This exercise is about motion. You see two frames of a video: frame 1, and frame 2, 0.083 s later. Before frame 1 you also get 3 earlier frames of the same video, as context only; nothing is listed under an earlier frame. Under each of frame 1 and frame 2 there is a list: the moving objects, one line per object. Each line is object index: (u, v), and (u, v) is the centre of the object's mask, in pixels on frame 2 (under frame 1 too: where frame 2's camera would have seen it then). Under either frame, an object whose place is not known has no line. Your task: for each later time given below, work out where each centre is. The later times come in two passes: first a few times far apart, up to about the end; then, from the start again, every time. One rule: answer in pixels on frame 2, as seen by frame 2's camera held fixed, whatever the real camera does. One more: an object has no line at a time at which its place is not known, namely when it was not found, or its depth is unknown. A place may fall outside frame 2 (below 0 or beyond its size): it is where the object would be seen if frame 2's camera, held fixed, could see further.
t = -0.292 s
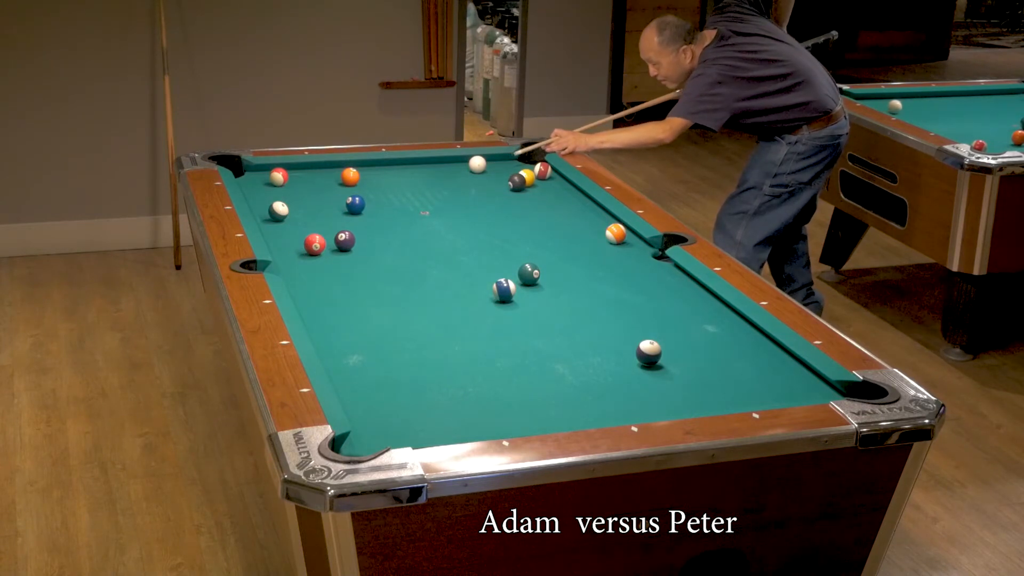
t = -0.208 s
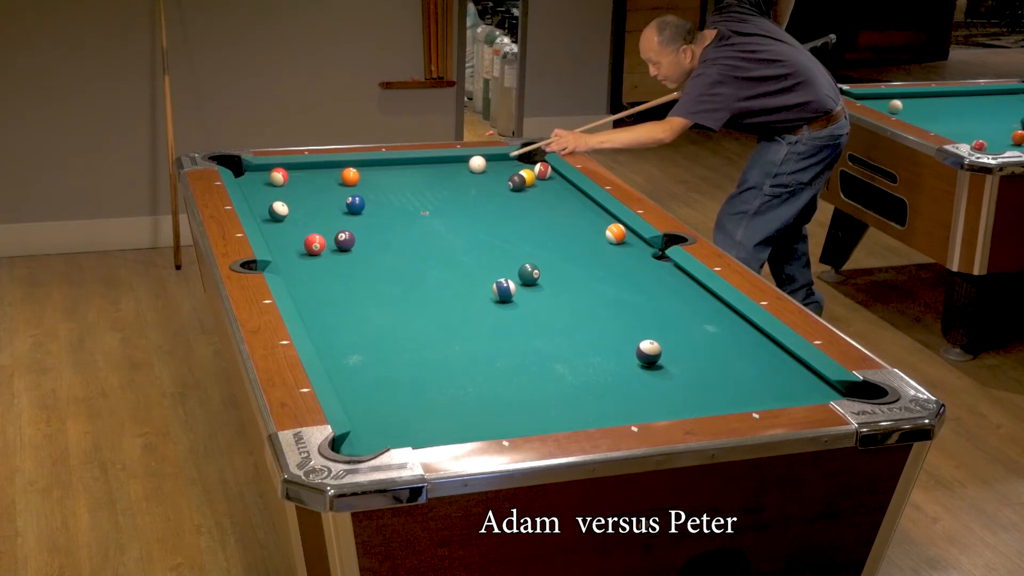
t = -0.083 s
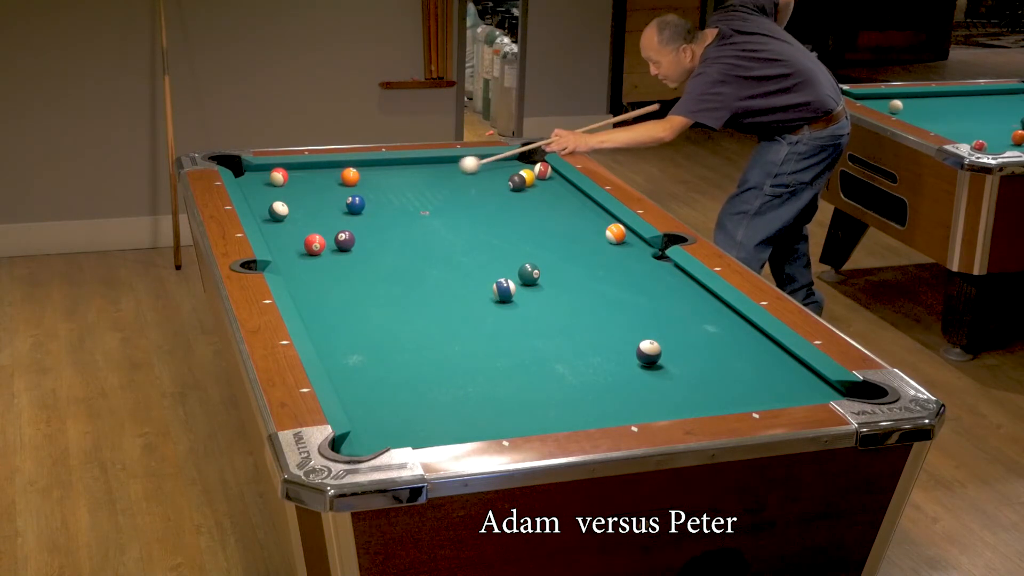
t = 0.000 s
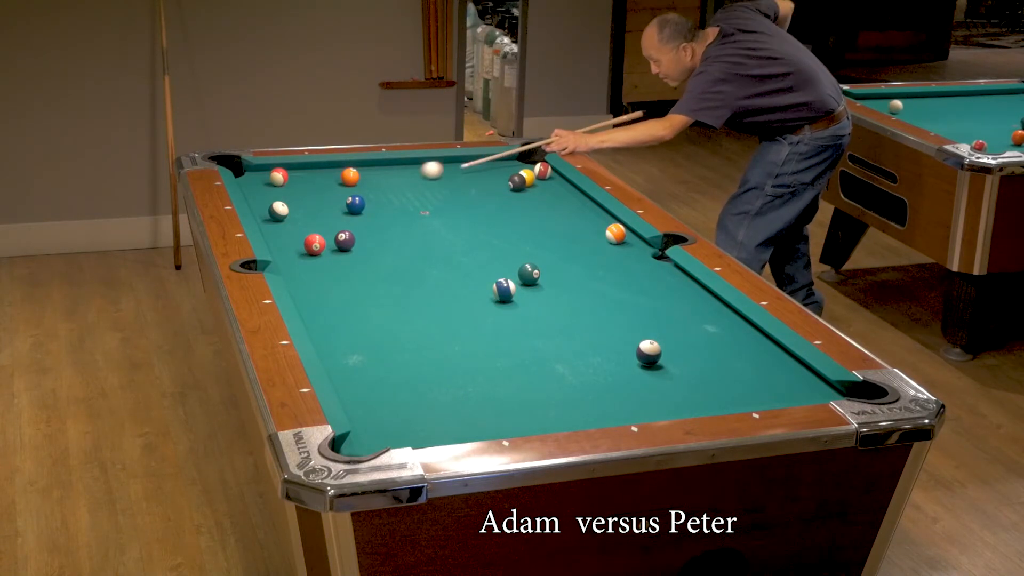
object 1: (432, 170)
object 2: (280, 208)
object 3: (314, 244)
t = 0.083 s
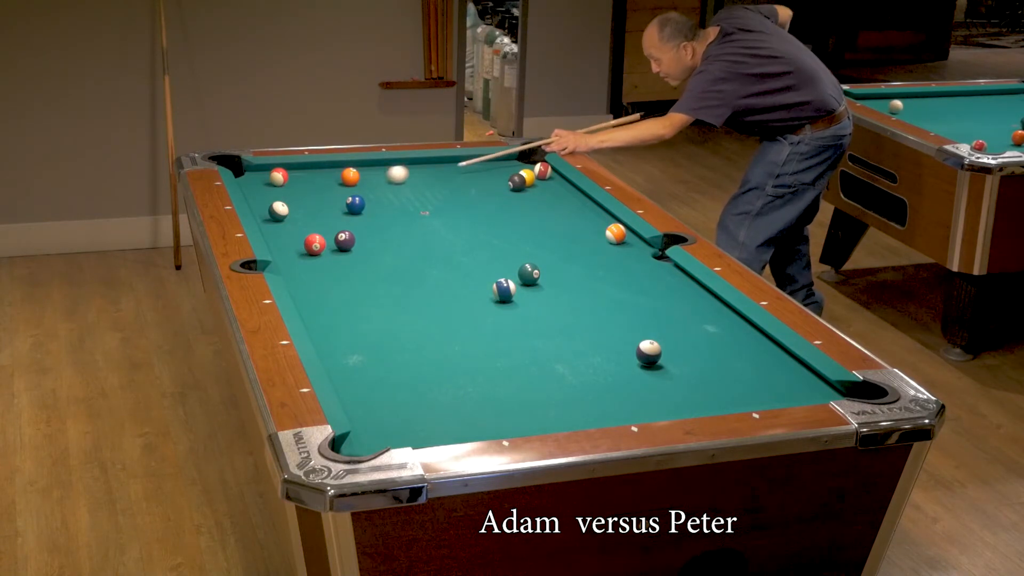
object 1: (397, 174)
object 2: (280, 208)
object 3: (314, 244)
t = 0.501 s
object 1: (313, 201)
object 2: (280, 208)
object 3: (314, 244)
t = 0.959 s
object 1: (299, 215)
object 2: (281, 222)
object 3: (314, 244)
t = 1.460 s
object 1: (322, 221)
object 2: (299, 235)
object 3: (314, 244)
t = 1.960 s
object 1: (338, 224)
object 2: (304, 240)
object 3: (323, 249)
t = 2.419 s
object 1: (348, 225)
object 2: (304, 240)
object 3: (331, 254)
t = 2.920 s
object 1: (354, 228)
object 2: (304, 240)
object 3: (336, 256)
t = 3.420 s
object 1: (354, 228)
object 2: (304, 240)
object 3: (337, 256)
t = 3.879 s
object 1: (354, 228)
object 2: (304, 240)
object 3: (337, 256)
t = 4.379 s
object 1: (354, 228)
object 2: (303, 240)
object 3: (337, 256)
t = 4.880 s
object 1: (354, 228)
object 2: (303, 240)
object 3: (337, 256)
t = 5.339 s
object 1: (354, 228)
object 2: (303, 240)
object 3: (337, 256)
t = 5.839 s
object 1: (354, 228)
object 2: (303, 240)
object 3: (337, 256)
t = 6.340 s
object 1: (354, 228)
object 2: (303, 240)
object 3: (337, 256)
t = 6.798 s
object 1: (354, 228)
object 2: (303, 240)
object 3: (337, 256)
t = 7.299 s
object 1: (354, 228)
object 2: (304, 240)
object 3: (337, 256)
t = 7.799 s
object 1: (354, 228)
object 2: (304, 240)
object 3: (337, 256)
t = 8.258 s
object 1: (354, 228)
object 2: (304, 240)
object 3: (337, 256)
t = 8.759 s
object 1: (354, 229)
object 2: (303, 240)
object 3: (337, 256)
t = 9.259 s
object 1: (354, 228)
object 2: (303, 240)
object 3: (337, 256)
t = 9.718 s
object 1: (354, 228)
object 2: (303, 240)
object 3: (337, 256)
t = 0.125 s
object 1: (382, 176)
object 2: (280, 208)
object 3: (314, 244)
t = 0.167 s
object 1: (367, 179)
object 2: (280, 208)
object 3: (314, 244)
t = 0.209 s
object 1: (363, 182)
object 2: (280, 208)
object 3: (314, 244)
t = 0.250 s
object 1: (357, 184)
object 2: (280, 208)
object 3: (314, 244)
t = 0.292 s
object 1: (350, 187)
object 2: (280, 208)
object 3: (314, 244)
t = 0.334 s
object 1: (342, 190)
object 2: (280, 208)
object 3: (314, 244)
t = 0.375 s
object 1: (335, 192)
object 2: (280, 208)
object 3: (314, 244)
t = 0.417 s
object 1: (328, 195)
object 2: (280, 208)
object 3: (314, 244)
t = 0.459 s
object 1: (321, 198)
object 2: (280, 208)
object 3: (314, 244)
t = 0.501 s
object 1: (313, 201)
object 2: (280, 208)
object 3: (314, 244)
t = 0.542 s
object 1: (306, 203)
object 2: (279, 208)
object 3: (314, 244)
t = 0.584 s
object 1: (298, 207)
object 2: (279, 208)
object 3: (314, 244)
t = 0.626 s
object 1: (296, 208)
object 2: (274, 210)
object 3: (314, 244)
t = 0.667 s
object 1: (296, 209)
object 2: (266, 213)
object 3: (314, 244)
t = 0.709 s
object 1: (295, 210)
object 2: (262, 215)
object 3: (314, 244)
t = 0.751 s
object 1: (295, 211)
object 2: (265, 216)
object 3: (314, 244)
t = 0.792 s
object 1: (294, 213)
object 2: (269, 216)
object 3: (314, 244)
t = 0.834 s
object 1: (294, 214)
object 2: (272, 215)
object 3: (314, 244)
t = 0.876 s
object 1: (295, 214)
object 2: (277, 219)
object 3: (314, 244)
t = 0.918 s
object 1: (297, 215)
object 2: (279, 220)
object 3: (314, 244)
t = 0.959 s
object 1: (299, 215)
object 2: (281, 222)
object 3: (314, 244)
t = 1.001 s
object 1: (301, 216)
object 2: (282, 223)
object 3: (314, 244)
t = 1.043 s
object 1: (303, 217)
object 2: (284, 224)
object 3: (314, 244)
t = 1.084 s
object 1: (305, 217)
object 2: (286, 226)
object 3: (314, 244)
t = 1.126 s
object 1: (307, 218)
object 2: (288, 227)
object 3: (314, 244)
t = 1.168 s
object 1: (309, 218)
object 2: (289, 228)
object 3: (314, 244)
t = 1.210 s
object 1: (311, 219)
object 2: (291, 229)
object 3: (314, 244)
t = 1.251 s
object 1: (313, 219)
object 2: (292, 230)
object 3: (314, 244)
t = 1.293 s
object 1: (315, 220)
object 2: (294, 231)
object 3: (315, 244)
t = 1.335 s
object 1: (316, 220)
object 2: (296, 232)
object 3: (315, 244)
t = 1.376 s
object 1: (318, 220)
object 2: (297, 233)
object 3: (314, 244)
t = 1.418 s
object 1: (320, 221)
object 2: (298, 234)
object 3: (314, 244)
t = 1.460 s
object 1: (322, 221)
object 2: (299, 235)
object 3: (314, 244)
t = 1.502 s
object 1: (323, 222)
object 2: (300, 235)
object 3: (314, 244)
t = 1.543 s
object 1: (325, 222)
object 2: (301, 236)
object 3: (314, 244)
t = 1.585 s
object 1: (326, 222)
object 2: (302, 237)
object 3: (315, 244)
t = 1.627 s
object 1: (328, 223)
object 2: (302, 238)
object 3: (316, 245)
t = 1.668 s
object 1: (329, 223)
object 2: (302, 238)
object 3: (317, 246)
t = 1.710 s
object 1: (330, 223)
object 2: (303, 238)
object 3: (318, 246)
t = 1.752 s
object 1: (332, 224)
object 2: (303, 238)
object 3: (319, 247)
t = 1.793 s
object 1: (333, 224)
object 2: (303, 239)
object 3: (320, 247)
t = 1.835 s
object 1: (334, 224)
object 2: (304, 239)
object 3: (321, 248)
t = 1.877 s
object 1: (335, 224)
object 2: (304, 239)
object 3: (321, 248)
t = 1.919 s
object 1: (336, 224)
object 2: (304, 240)
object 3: (322, 249)
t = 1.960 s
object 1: (338, 224)
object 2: (304, 240)
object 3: (323, 249)
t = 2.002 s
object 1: (338, 224)
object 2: (304, 240)
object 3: (324, 250)
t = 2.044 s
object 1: (340, 225)
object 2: (304, 240)
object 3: (324, 250)
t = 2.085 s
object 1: (341, 225)
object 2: (304, 240)
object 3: (325, 251)
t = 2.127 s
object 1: (342, 224)
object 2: (304, 240)
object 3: (326, 251)
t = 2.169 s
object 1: (343, 225)
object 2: (304, 240)
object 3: (327, 251)
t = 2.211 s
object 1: (344, 225)
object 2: (304, 240)
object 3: (328, 252)
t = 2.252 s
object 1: (345, 225)
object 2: (304, 240)
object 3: (328, 252)
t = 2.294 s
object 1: (346, 225)
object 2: (304, 240)
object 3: (329, 253)
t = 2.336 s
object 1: (346, 225)
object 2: (304, 240)
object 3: (330, 253)
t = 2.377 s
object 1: (347, 225)
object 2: (304, 240)
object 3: (330, 253)
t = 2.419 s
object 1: (348, 225)
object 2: (304, 240)
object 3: (331, 254)
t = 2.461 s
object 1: (349, 226)
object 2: (304, 240)
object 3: (331, 254)
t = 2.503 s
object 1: (350, 226)
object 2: (304, 240)
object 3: (332, 254)
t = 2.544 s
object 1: (351, 226)
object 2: (304, 240)
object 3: (332, 254)
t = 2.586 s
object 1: (351, 226)
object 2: (304, 240)
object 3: (333, 255)
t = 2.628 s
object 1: (352, 227)
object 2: (304, 240)
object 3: (333, 255)
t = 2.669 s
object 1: (352, 227)
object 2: (304, 240)
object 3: (334, 255)
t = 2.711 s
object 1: (352, 227)
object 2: (304, 240)
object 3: (334, 255)
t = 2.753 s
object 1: (353, 227)
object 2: (304, 240)
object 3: (334, 255)
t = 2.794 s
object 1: (353, 227)
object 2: (304, 240)
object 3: (335, 255)
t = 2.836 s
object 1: (354, 228)
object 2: (304, 240)
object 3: (335, 255)
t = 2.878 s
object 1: (354, 228)
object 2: (304, 240)
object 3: (335, 255)
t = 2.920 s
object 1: (354, 228)
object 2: (304, 240)
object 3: (336, 256)
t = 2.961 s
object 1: (354, 228)
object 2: (304, 240)
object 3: (336, 256)
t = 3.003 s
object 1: (354, 228)
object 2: (304, 240)
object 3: (336, 256)
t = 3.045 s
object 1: (354, 228)
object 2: (304, 240)
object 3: (336, 256)
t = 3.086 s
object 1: (354, 228)
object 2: (304, 240)
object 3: (337, 256)
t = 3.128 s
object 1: (354, 228)
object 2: (304, 240)
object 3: (337, 256)
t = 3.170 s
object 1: (354, 228)
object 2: (304, 240)
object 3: (337, 256)
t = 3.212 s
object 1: (354, 228)
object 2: (304, 240)
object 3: (337, 256)
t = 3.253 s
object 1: (354, 228)
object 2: (304, 240)
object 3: (337, 256)
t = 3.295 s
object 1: (354, 228)
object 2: (304, 240)
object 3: (337, 256)
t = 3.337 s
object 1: (354, 228)
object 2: (304, 240)
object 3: (337, 256)
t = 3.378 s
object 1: (354, 228)
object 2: (304, 240)
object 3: (337, 256)
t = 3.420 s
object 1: (354, 228)
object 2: (304, 240)
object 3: (337, 256)
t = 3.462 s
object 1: (354, 228)
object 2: (304, 240)
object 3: (337, 256)
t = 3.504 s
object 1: (354, 228)
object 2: (304, 240)
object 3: (337, 256)
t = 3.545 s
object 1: (354, 228)
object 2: (304, 240)
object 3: (337, 256)
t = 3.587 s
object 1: (354, 228)
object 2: (304, 240)
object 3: (337, 256)
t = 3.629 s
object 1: (354, 228)
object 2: (304, 240)
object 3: (337, 256)
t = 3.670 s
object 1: (354, 228)
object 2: (304, 240)
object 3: (337, 256)
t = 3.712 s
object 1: (354, 228)
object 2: (304, 240)
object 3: (337, 256)
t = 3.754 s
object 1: (354, 228)
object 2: (304, 240)
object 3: (337, 256)
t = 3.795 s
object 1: (354, 228)
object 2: (304, 240)
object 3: (337, 256)
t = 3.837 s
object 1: (354, 228)
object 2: (304, 240)
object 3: (337, 256)
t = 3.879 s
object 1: (354, 228)
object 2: (304, 240)
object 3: (337, 256)
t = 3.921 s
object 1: (354, 228)
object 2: (304, 240)
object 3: (337, 256)
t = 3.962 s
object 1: (354, 228)
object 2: (304, 240)
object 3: (337, 256)
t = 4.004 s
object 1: (354, 228)
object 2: (304, 240)
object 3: (337, 256)
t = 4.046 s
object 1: (354, 228)
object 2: (304, 240)
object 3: (337, 256)
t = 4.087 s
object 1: (354, 228)
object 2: (304, 240)
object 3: (337, 256)
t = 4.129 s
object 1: (354, 228)
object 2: (304, 240)
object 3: (337, 256)
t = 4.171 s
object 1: (354, 228)
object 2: (303, 240)
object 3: (337, 256)
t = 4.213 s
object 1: (354, 228)
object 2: (304, 240)
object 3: (337, 256)
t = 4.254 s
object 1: (354, 228)
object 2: (303, 240)
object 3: (337, 256)
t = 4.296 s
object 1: (354, 228)
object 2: (303, 240)
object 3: (337, 256)
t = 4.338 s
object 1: (354, 228)
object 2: (303, 240)
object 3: (337, 256)
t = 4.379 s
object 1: (354, 228)
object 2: (303, 240)
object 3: (337, 256)
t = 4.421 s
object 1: (354, 228)
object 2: (303, 240)
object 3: (337, 256)
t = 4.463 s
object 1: (354, 228)
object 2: (303, 240)
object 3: (337, 256)
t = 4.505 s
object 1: (354, 228)
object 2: (303, 240)
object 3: (337, 256)
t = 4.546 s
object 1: (354, 228)
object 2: (303, 240)
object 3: (337, 256)
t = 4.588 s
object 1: (354, 228)
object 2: (303, 240)
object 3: (337, 256)
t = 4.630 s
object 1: (354, 228)
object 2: (303, 240)
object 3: (337, 256)
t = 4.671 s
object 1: (354, 228)
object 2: (303, 240)
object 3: (337, 256)
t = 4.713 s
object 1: (354, 228)
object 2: (303, 240)
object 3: (337, 256)
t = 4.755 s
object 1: (354, 228)
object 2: (303, 240)
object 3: (337, 256)
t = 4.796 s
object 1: (354, 228)
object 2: (303, 240)
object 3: (337, 256)
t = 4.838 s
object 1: (354, 228)
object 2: (303, 240)
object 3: (337, 256)
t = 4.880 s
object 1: (354, 228)
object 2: (303, 240)
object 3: (337, 256)
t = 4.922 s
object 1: (354, 228)
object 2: (303, 240)
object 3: (337, 256)
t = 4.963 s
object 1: (354, 228)
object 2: (304, 240)
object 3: (337, 256)
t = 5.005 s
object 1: (354, 228)
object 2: (303, 240)
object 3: (337, 256)
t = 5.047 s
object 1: (354, 228)
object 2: (303, 240)
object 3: (337, 256)
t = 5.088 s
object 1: (354, 228)
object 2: (303, 240)
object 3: (337, 256)
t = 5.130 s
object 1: (354, 228)
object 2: (303, 240)
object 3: (337, 256)
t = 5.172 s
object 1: (354, 228)
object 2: (303, 240)
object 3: (337, 256)
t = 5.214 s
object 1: (354, 228)
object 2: (303, 240)
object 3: (337, 256)
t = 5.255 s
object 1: (354, 228)
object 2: (303, 240)
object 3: (337, 256)
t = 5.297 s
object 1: (354, 228)
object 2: (303, 240)
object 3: (337, 256)
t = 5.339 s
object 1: (354, 228)
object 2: (303, 240)
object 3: (337, 256)
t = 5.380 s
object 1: (354, 228)
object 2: (303, 240)
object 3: (337, 256)
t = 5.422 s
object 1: (354, 228)
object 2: (303, 240)
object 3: (337, 256)
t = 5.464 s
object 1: (354, 228)
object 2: (303, 240)
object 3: (337, 256)
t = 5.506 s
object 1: (354, 228)
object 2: (303, 240)
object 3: (337, 256)
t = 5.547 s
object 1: (354, 228)
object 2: (303, 240)
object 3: (337, 256)
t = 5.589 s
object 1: (354, 228)
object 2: (303, 240)
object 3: (337, 256)
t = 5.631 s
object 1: (354, 228)
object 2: (303, 240)
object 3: (337, 256)
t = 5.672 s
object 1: (354, 228)
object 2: (303, 240)
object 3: (337, 256)
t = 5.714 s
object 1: (354, 228)
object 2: (303, 240)
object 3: (337, 256)
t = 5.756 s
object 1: (354, 228)
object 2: (303, 240)
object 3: (337, 256)
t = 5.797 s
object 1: (354, 228)
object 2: (303, 240)
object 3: (337, 256)
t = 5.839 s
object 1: (354, 228)
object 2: (303, 240)
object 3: (337, 256)
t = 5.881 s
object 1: (354, 228)
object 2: (303, 240)
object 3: (337, 256)
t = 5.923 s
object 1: (354, 228)
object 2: (303, 240)
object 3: (337, 256)
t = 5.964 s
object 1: (354, 228)
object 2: (303, 240)
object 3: (337, 256)
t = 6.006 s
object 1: (354, 228)
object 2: (303, 240)
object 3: (337, 256)
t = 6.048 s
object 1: (354, 228)
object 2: (303, 240)
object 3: (337, 256)
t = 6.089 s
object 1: (354, 228)
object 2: (303, 240)
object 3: (337, 256)
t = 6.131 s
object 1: (354, 228)
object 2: (303, 240)
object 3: (337, 256)
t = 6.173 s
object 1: (354, 228)
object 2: (303, 240)
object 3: (337, 256)
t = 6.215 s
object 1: (354, 228)
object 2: (303, 240)
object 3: (337, 256)
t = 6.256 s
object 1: (354, 228)
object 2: (303, 240)
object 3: (337, 256)
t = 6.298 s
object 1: (354, 228)
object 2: (303, 240)
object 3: (337, 256)
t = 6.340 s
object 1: (354, 228)
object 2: (303, 240)
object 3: (337, 256)
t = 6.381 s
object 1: (354, 228)
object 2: (303, 240)
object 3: (337, 256)
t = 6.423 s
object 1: (354, 228)
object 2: (303, 240)
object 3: (337, 256)
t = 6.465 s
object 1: (354, 228)
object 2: (303, 240)
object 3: (337, 256)
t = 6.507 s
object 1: (354, 228)
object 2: (303, 240)
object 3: (337, 256)
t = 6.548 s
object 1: (354, 228)
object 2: (303, 240)
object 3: (337, 256)
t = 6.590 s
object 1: (354, 228)
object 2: (303, 240)
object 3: (337, 256)
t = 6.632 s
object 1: (354, 228)
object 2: (303, 240)
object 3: (337, 256)
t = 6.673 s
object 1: (354, 228)
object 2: (303, 240)
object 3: (337, 256)
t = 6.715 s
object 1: (354, 228)
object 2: (303, 240)
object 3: (337, 256)
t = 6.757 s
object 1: (354, 228)
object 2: (303, 240)
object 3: (337, 256)
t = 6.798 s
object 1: (354, 228)
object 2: (303, 240)
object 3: (337, 256)
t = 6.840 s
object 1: (354, 228)
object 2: (303, 240)
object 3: (337, 256)
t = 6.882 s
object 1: (354, 228)
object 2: (304, 240)
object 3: (337, 256)
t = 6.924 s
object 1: (354, 228)
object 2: (304, 240)
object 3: (337, 256)
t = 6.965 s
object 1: (354, 228)
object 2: (304, 240)
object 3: (337, 256)
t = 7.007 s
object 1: (354, 228)
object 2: (304, 240)
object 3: (337, 256)
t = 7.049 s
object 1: (354, 228)
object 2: (304, 240)
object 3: (337, 256)
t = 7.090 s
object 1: (354, 228)
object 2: (304, 240)
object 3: (337, 256)
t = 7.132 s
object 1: (354, 228)
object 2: (304, 240)
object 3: (337, 256)
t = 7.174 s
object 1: (354, 228)
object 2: (304, 240)
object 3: (337, 256)
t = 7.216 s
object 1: (354, 228)
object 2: (304, 240)
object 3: (337, 256)
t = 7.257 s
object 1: (354, 228)
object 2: (304, 240)
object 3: (337, 256)
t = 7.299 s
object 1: (354, 228)
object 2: (304, 240)
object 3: (337, 256)
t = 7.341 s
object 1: (354, 228)
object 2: (304, 240)
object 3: (337, 256)
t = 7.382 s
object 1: (354, 228)
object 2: (304, 240)
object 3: (337, 256)
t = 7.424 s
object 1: (354, 228)
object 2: (304, 240)
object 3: (337, 256)
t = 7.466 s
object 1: (354, 228)
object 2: (304, 240)
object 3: (337, 256)
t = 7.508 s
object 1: (354, 228)
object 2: (304, 240)
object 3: (337, 256)
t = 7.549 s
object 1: (354, 228)
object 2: (304, 240)
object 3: (337, 256)
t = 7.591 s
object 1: (354, 228)
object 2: (304, 240)
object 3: (337, 256)
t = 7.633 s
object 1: (354, 228)
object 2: (304, 240)
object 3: (337, 256)
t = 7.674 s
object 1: (354, 228)
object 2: (304, 240)
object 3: (337, 256)
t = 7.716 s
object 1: (354, 228)
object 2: (304, 240)
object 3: (337, 256)
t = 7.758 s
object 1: (354, 228)
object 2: (304, 240)
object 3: (337, 256)
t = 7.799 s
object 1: (354, 228)
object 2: (304, 240)
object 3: (337, 256)
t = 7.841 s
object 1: (354, 228)
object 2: (304, 240)
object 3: (337, 256)
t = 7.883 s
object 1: (354, 228)
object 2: (304, 240)
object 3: (337, 256)
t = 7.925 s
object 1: (354, 228)
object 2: (304, 240)
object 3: (337, 256)
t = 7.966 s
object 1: (354, 228)
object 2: (304, 240)
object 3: (337, 256)
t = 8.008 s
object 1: (354, 228)
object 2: (304, 240)
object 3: (337, 256)
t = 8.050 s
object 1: (354, 228)
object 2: (303, 240)
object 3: (337, 256)
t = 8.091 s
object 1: (354, 228)
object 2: (304, 240)
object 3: (337, 256)
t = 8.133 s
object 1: (354, 228)
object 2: (304, 240)
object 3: (337, 256)
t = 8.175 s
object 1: (354, 228)
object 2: (303, 240)
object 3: (337, 256)
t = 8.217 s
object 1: (354, 228)
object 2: (304, 240)
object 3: (337, 256)
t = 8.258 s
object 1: (354, 228)
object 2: (304, 240)
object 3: (337, 256)
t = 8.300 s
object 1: (354, 228)
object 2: (304, 240)
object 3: (337, 256)
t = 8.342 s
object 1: (354, 228)
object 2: (304, 240)
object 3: (337, 256)
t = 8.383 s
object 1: (354, 228)
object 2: (304, 240)
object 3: (337, 256)
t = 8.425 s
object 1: (354, 228)
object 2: (304, 240)
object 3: (337, 256)
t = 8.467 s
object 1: (354, 228)
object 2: (304, 240)
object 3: (337, 256)
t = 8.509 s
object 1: (354, 228)
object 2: (304, 240)
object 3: (337, 256)
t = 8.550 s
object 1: (354, 228)
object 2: (303, 240)
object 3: (337, 256)
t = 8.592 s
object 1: (354, 228)
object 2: (304, 240)
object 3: (337, 256)
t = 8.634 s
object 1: (354, 228)
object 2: (304, 240)
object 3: (337, 256)
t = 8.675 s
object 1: (354, 229)
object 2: (304, 240)
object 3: (337, 256)
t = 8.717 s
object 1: (354, 229)
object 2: (304, 240)
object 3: (337, 256)
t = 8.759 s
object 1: (354, 229)
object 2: (303, 240)
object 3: (337, 256)
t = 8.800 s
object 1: (354, 228)
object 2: (303, 240)
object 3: (337, 256)
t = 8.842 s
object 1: (354, 228)
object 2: (304, 240)
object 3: (337, 256)
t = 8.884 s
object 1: (354, 229)
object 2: (304, 240)
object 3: (337, 256)
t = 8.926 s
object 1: (354, 229)
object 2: (304, 240)
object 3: (337, 256)
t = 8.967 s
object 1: (354, 228)
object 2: (304, 240)
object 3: (337, 256)
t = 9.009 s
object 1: (354, 229)
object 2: (304, 240)
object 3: (337, 256)
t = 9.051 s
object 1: (354, 228)
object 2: (304, 240)
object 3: (337, 256)
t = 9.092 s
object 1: (354, 228)
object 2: (303, 240)
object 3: (337, 256)
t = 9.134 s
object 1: (354, 229)
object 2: (303, 240)
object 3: (337, 256)
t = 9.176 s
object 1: (354, 228)
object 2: (303, 240)
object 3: (337, 256)
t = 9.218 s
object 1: (354, 228)
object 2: (303, 240)
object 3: (337, 256)
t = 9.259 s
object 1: (354, 228)
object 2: (303, 240)
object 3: (337, 256)
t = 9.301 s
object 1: (354, 228)
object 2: (303, 240)
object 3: (337, 256)
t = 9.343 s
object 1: (354, 228)
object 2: (303, 240)
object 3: (337, 256)
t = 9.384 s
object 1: (354, 228)
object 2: (303, 240)
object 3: (337, 256)
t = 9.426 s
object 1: (354, 228)
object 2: (303, 240)
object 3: (337, 256)
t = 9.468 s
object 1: (354, 228)
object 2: (303, 240)
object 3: (337, 256)
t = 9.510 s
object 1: (354, 228)
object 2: (303, 240)
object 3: (337, 256)
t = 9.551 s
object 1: (354, 228)
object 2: (303, 240)
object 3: (337, 256)
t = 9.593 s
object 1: (354, 228)
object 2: (303, 240)
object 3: (337, 256)
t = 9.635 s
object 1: (354, 228)
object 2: (303, 240)
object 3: (337, 256)
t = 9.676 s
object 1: (354, 228)
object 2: (303, 240)
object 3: (337, 256)
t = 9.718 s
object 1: (354, 228)
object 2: (303, 240)
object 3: (337, 256)
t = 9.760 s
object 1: (354, 228)
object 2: (303, 240)
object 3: (337, 256)
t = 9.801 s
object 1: (354, 228)
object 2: (303, 240)
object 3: (337, 256)
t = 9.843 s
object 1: (354, 228)
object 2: (303, 240)
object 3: (337, 256)
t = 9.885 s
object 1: (354, 228)
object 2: (303, 240)
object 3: (337, 256)
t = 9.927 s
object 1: (354, 228)
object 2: (303, 240)
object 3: (337, 256)
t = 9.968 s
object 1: (354, 228)
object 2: (303, 240)
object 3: (337, 256)
